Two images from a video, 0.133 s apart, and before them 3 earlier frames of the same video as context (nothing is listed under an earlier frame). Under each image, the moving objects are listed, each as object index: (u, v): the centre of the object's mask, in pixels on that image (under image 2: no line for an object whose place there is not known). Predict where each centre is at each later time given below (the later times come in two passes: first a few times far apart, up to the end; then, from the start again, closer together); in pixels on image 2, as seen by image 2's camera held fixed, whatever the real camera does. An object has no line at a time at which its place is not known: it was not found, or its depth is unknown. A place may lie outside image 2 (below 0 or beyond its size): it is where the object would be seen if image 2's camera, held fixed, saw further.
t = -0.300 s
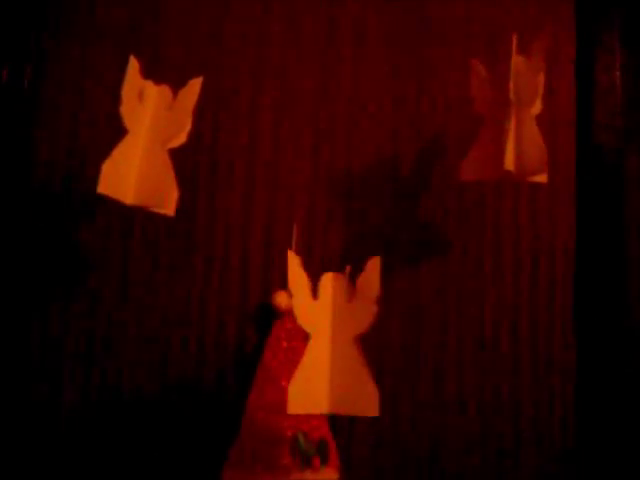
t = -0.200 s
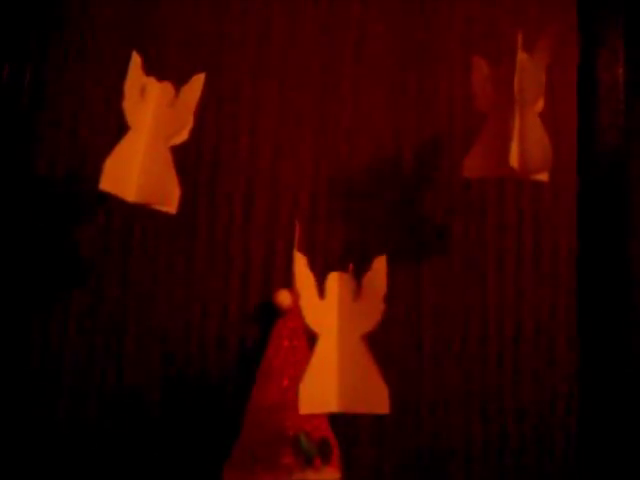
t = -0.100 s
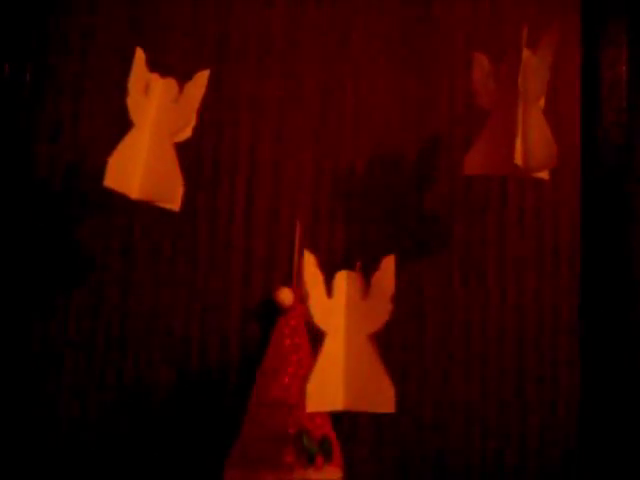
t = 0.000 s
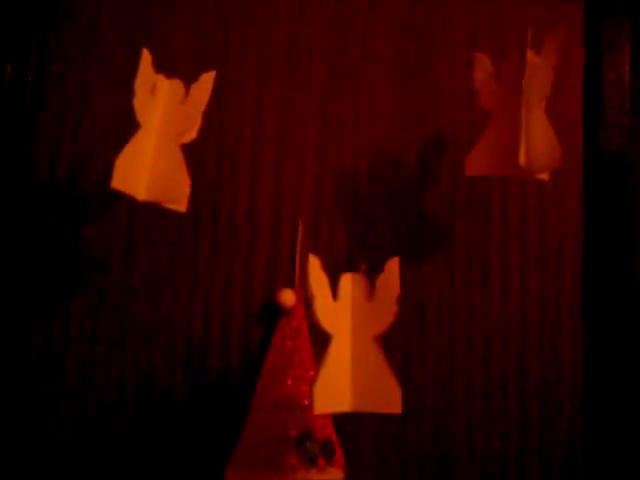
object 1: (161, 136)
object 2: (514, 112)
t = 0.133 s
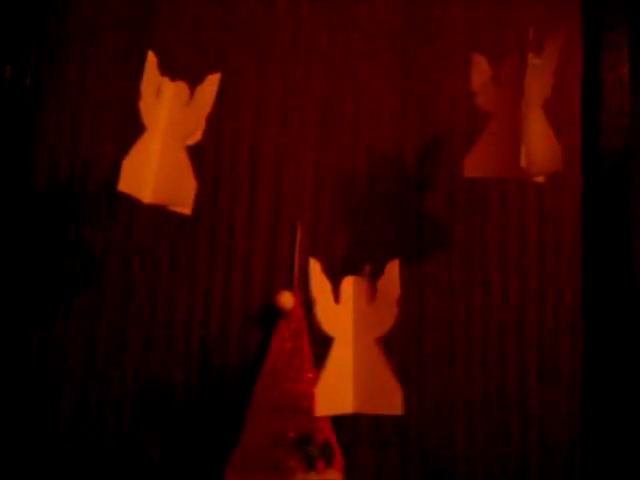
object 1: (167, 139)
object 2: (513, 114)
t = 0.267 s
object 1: (172, 139)
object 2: (512, 114)
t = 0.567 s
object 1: (170, 140)
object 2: (514, 113)
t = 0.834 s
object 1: (160, 139)
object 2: (513, 115)
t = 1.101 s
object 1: (154, 138)
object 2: (512, 115)
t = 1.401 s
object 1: (163, 138)
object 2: (513, 116)
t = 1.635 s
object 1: (169, 140)
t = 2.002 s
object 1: (168, 139)
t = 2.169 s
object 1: (164, 138)
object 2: (512, 116)
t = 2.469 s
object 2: (516, 115)
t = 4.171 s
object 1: (174, 138)
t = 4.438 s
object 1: (172, 138)
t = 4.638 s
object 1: (168, 138)
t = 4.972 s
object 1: (159, 137)
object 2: (517, 117)
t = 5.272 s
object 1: (157, 138)
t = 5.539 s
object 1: (158, 141)
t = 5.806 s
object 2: (512, 114)
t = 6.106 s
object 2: (511, 117)
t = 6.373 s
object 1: (162, 138)
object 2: (515, 117)
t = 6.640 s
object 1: (163, 138)
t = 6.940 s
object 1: (164, 139)
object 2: (519, 113)
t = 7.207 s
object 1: (164, 138)
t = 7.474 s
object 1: (161, 137)
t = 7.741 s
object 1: (159, 138)
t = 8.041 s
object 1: (160, 138)
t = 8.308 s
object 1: (160, 138)
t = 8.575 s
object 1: (161, 137)
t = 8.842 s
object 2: (510, 116)
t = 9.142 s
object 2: (515, 114)
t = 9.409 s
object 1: (164, 140)
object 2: (516, 114)
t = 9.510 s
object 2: (516, 114)
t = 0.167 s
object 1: (168, 139)
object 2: (513, 114)
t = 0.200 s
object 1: (170, 139)
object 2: (513, 114)
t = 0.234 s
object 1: (171, 139)
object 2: (513, 114)
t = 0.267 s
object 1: (172, 139)
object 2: (512, 114)
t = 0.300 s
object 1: (172, 139)
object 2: (512, 114)
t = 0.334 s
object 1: (172, 140)
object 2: (513, 115)
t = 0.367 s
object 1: (173, 140)
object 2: (513, 114)
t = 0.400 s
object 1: (174, 139)
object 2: (513, 114)
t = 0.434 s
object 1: (172, 140)
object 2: (513, 115)
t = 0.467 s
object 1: (172, 139)
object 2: (513, 114)
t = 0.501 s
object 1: (172, 140)
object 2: (513, 114)
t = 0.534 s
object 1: (171, 140)
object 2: (514, 114)
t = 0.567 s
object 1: (170, 140)
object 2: (514, 113)
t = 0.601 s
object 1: (169, 140)
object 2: (513, 114)
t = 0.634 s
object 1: (168, 140)
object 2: (513, 114)
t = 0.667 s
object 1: (167, 140)
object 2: (513, 115)
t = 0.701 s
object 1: (166, 140)
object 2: (513, 114)
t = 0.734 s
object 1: (164, 140)
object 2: (513, 115)
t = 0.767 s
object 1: (163, 140)
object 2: (513, 115)
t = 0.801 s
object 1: (161, 140)
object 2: (513, 115)
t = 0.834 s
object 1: (160, 139)
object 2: (513, 115)
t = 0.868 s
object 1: (159, 139)
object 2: (512, 115)
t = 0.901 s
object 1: (158, 138)
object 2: (513, 115)
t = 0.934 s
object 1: (157, 138)
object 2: (513, 115)
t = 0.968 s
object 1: (156, 139)
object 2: (513, 115)
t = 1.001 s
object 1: (155, 139)
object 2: (512, 116)
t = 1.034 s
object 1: (155, 139)
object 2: (512, 115)
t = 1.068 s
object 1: (154, 138)
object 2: (512, 115)
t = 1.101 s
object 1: (154, 138)
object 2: (512, 115)
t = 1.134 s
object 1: (155, 138)
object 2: (513, 115)
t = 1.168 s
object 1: (155, 137)
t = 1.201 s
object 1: (156, 138)
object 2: (512, 115)
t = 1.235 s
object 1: (157, 138)
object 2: (511, 115)
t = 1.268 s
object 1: (158, 138)
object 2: (512, 115)
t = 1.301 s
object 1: (159, 138)
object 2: (512, 115)
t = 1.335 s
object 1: (160, 138)
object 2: (512, 116)
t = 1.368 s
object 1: (162, 138)
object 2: (511, 116)
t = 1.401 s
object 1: (163, 138)
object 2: (513, 116)
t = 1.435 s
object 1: (164, 139)
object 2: (512, 116)
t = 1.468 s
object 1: (165, 139)
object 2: (512, 116)
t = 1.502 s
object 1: (166, 139)
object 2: (512, 116)
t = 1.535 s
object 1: (167, 139)
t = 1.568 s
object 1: (168, 139)
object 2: (512, 115)
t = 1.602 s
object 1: (168, 140)
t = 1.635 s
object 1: (169, 140)
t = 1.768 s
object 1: (171, 139)
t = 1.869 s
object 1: (171, 139)
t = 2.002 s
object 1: (168, 139)
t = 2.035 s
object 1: (167, 139)
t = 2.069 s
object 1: (167, 140)
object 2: (511, 117)
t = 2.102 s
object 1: (166, 139)
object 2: (512, 116)
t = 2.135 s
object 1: (165, 139)
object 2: (512, 116)
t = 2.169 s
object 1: (164, 138)
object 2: (512, 116)
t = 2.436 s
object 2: (515, 115)
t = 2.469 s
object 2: (516, 115)
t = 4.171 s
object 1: (174, 138)
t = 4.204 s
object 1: (174, 138)
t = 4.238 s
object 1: (174, 138)
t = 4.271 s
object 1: (174, 138)
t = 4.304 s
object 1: (174, 138)
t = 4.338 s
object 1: (173, 138)
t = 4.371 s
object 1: (173, 138)
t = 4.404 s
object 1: (172, 138)
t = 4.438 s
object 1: (172, 138)
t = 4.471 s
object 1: (171, 138)
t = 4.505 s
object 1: (170, 139)
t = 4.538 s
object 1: (170, 138)
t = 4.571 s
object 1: (169, 138)
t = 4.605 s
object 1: (169, 138)
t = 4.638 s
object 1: (168, 138)
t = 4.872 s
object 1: (161, 138)
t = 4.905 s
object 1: (161, 138)
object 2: (516, 117)
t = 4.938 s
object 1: (160, 138)
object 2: (516, 117)
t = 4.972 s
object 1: (159, 137)
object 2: (517, 117)
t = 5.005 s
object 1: (158, 137)
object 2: (517, 117)
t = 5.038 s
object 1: (158, 137)
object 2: (517, 117)
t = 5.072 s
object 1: (158, 138)
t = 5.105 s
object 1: (158, 138)
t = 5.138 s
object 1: (157, 138)
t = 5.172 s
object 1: (157, 138)
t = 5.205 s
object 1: (157, 138)
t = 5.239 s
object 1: (157, 138)
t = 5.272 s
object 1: (157, 138)
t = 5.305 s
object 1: (157, 139)
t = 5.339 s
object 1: (156, 139)
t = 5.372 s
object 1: (156, 140)
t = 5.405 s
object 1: (157, 140)
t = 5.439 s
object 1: (157, 140)
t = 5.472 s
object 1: (157, 141)
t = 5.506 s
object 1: (158, 141)
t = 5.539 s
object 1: (158, 141)
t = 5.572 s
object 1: (159, 141)
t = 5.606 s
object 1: (159, 141)
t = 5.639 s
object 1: (159, 141)
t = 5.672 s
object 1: (160, 140)
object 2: (515, 115)
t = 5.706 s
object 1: (161, 140)
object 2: (515, 114)
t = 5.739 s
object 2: (514, 115)
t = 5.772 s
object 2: (514, 114)
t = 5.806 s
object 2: (512, 114)
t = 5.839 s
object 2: (511, 115)
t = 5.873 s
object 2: (512, 115)
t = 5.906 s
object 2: (511, 116)
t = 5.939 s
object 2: (510, 116)
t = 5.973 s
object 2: (511, 117)
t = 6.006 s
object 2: (511, 117)
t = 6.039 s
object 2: (512, 117)
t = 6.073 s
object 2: (511, 117)
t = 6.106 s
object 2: (511, 117)
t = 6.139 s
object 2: (513, 118)
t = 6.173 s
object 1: (162, 138)
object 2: (513, 118)
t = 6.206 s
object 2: (513, 117)
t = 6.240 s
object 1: (162, 138)
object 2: (513, 118)
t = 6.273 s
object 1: (162, 138)
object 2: (514, 118)
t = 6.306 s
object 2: (514, 118)
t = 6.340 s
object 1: (162, 138)
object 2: (515, 118)
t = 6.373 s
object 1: (162, 138)
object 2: (515, 117)
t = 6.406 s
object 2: (516, 117)
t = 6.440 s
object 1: (162, 138)
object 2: (516, 117)
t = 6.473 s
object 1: (162, 138)
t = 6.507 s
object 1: (162, 138)
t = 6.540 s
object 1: (162, 138)
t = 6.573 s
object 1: (162, 138)
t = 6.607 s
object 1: (163, 139)
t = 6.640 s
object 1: (163, 138)
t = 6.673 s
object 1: (163, 139)
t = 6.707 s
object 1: (163, 139)
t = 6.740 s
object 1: (163, 139)
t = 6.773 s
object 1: (163, 139)
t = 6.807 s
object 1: (163, 139)
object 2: (521, 115)
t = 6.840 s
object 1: (164, 139)
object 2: (520, 114)
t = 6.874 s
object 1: (164, 139)
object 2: (520, 114)
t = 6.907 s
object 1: (164, 139)
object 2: (520, 113)
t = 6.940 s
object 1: (164, 139)
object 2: (519, 113)
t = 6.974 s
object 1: (164, 139)
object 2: (518, 114)
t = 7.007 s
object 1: (164, 138)
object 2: (518, 113)
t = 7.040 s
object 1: (164, 138)
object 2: (516, 114)
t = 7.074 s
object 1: (164, 138)
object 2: (515, 114)
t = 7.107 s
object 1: (164, 138)
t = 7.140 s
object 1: (164, 139)
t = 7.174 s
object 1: (164, 139)
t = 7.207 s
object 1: (164, 138)
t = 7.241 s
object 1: (164, 138)
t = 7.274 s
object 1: (164, 138)
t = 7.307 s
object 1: (163, 138)
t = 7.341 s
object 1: (163, 138)
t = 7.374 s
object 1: (163, 139)
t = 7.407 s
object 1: (162, 138)
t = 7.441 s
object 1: (161, 138)
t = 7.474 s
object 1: (161, 137)
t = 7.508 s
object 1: (161, 138)
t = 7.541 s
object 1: (161, 138)
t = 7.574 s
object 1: (160, 137)
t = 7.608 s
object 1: (160, 137)
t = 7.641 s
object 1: (160, 138)
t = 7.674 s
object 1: (160, 137)
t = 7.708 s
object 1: (159, 137)
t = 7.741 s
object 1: (159, 138)
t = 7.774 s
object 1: (159, 137)
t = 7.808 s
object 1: (159, 138)
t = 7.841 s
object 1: (159, 138)
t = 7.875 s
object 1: (159, 138)
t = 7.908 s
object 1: (159, 138)
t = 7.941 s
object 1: (159, 138)
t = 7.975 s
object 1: (159, 138)
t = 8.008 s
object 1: (160, 138)
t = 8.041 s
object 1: (160, 138)
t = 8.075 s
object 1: (159, 138)
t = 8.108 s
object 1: (160, 138)
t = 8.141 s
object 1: (160, 138)
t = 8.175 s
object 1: (160, 138)
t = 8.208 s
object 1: (160, 138)
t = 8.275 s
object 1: (160, 138)
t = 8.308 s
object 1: (160, 138)
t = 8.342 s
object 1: (160, 138)
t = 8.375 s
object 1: (160, 138)
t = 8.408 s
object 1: (160, 138)
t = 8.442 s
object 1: (161, 138)
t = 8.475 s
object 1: (161, 137)
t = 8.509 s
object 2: (512, 117)
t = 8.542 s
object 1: (161, 138)
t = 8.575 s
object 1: (161, 137)
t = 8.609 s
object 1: (161, 138)
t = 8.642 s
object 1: (161, 138)
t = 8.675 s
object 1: (161, 137)
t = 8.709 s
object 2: (510, 115)
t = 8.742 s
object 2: (509, 116)
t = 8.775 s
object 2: (510, 115)
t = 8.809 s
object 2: (509, 116)
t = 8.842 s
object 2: (510, 116)
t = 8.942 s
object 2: (512, 116)
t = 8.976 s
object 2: (513, 115)
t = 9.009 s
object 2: (512, 115)
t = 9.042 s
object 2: (513, 114)
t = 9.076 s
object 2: (514, 114)
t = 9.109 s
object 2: (514, 115)
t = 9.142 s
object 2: (515, 114)
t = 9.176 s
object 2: (515, 114)
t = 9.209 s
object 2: (516, 115)
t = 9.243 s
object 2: (516, 114)
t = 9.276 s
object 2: (516, 114)
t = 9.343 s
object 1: (164, 140)
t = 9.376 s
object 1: (164, 140)
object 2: (516, 114)
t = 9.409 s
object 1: (164, 140)
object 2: (516, 114)
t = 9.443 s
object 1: (164, 140)
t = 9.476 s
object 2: (515, 113)
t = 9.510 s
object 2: (516, 114)
